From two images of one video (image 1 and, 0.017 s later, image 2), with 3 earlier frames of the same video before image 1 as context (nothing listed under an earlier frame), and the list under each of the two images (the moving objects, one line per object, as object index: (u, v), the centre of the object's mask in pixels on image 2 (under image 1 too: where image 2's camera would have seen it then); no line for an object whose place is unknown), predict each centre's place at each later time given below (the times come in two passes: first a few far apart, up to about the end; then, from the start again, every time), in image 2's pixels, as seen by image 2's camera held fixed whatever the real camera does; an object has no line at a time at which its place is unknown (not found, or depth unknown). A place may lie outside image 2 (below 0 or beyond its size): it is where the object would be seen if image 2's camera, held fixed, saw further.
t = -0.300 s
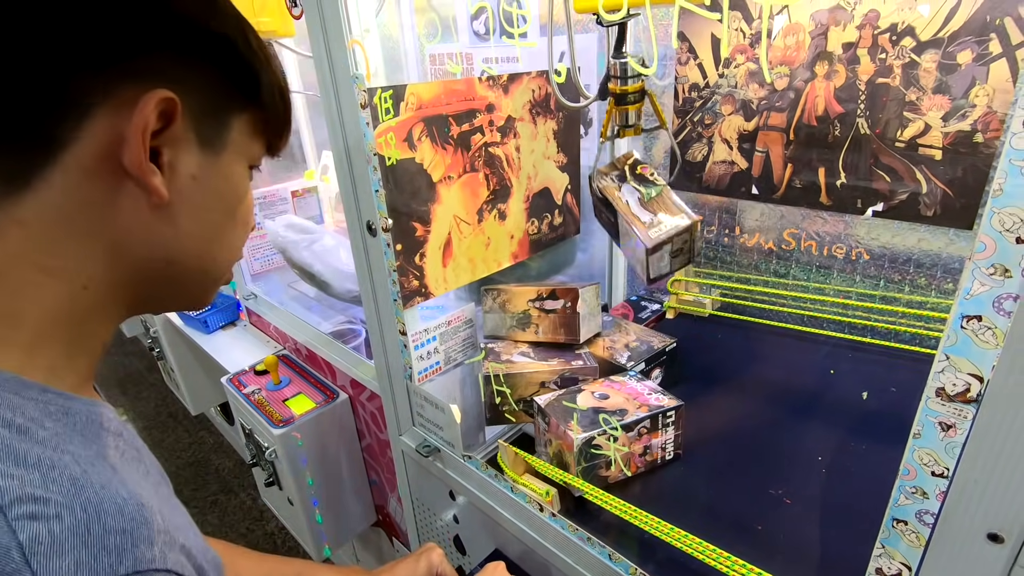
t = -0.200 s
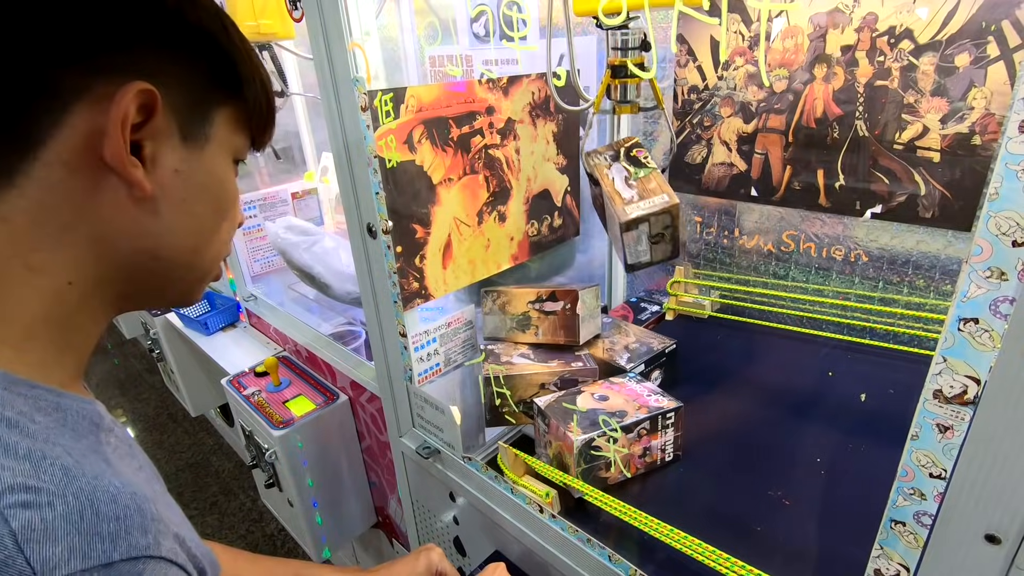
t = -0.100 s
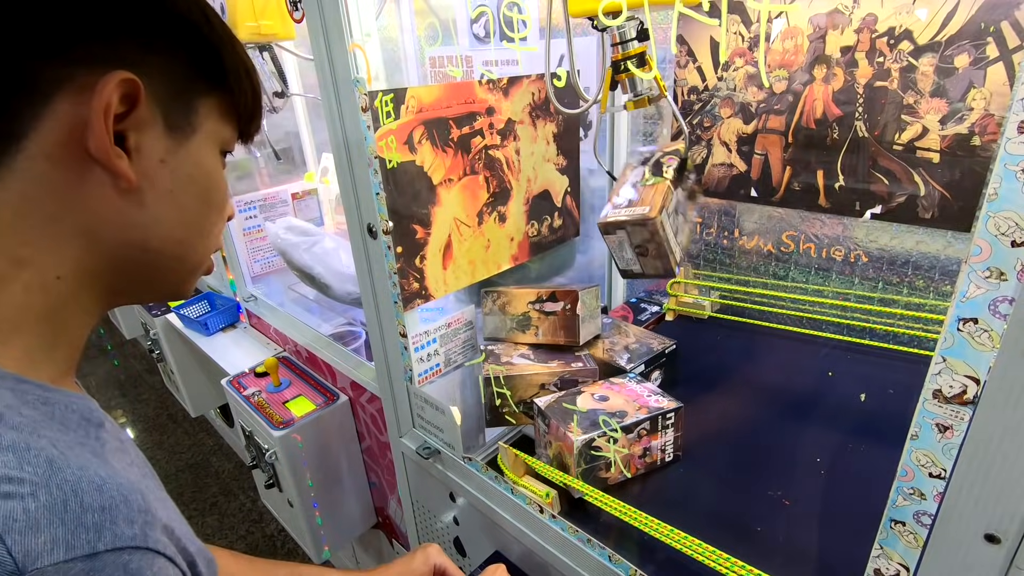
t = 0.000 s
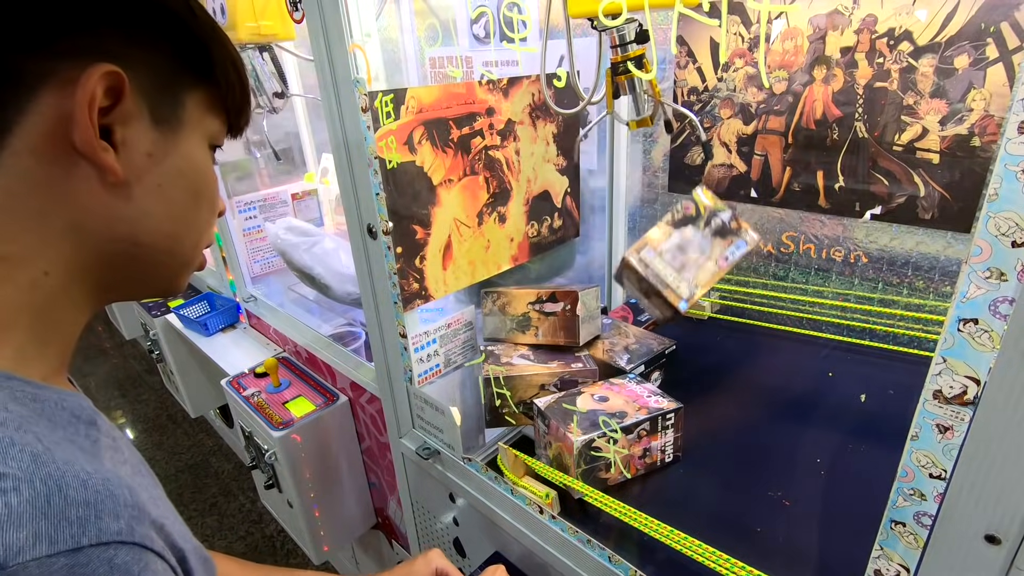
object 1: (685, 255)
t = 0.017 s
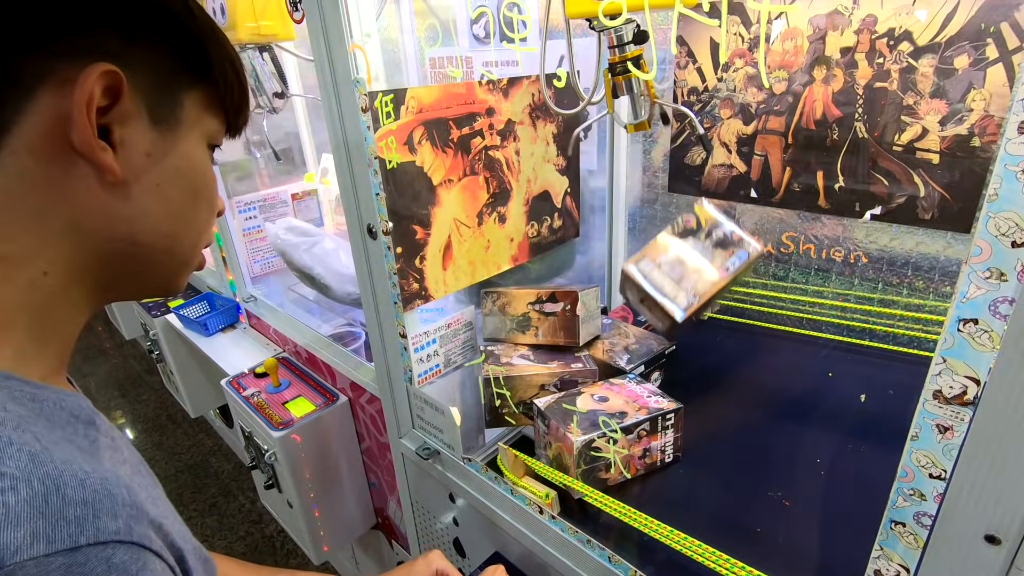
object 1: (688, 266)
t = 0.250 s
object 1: (749, 324)
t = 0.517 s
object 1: (722, 330)
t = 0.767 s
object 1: (703, 319)
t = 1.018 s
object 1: (703, 316)
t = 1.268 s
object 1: (703, 316)
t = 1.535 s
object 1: (703, 316)
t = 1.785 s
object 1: (703, 317)
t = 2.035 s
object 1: (703, 316)
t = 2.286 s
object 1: (703, 316)
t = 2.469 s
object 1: (703, 317)
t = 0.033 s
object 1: (692, 280)
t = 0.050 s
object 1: (697, 298)
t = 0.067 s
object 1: (703, 313)
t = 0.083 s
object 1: (713, 320)
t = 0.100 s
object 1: (725, 332)
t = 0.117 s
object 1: (734, 343)
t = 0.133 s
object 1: (740, 347)
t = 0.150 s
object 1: (741, 341)
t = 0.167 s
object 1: (743, 335)
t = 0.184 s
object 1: (745, 331)
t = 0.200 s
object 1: (747, 327)
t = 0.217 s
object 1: (748, 325)
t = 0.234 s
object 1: (749, 324)
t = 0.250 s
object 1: (749, 324)
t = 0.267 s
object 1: (749, 324)
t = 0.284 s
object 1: (748, 325)
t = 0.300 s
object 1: (745, 324)
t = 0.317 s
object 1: (741, 324)
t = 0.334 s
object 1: (738, 324)
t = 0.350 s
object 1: (734, 325)
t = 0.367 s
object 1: (730, 328)
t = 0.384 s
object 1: (725, 331)
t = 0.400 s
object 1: (725, 334)
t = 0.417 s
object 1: (725, 333)
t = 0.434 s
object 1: (724, 331)
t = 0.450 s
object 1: (723, 330)
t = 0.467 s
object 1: (723, 329)
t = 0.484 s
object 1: (722, 329)
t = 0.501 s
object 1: (722, 329)
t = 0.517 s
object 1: (722, 330)
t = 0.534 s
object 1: (721, 328)
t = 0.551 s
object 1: (721, 326)
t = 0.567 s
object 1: (721, 323)
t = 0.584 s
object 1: (720, 320)
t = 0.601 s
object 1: (719, 319)
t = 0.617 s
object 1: (719, 317)
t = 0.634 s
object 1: (718, 316)
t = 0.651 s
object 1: (715, 315)
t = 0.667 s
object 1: (713, 313)
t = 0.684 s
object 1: (710, 311)
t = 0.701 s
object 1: (709, 309)
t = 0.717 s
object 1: (707, 308)
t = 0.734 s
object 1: (703, 307)
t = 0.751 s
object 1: (705, 320)
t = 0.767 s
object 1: (703, 319)
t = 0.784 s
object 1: (704, 318)
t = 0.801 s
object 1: (704, 316)
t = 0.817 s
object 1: (705, 317)
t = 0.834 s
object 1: (705, 318)
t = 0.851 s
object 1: (705, 317)
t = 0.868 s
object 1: (705, 316)
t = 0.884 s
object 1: (704, 316)
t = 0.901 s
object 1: (704, 316)
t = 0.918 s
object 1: (704, 316)
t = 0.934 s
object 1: (703, 316)
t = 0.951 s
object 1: (703, 316)
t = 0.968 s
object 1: (703, 316)
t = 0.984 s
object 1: (703, 316)
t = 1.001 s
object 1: (703, 316)
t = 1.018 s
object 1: (703, 316)
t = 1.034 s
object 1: (703, 316)
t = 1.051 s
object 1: (703, 316)
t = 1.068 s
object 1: (703, 316)
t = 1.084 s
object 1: (703, 316)
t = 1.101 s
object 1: (703, 316)
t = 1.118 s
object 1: (703, 316)
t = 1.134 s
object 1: (703, 316)
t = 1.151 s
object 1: (703, 316)
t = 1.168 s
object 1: (703, 316)
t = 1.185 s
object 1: (703, 316)
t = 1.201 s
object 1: (703, 316)
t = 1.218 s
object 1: (703, 316)
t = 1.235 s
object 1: (703, 316)
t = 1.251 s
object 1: (703, 316)
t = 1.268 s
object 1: (703, 316)
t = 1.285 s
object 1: (703, 316)
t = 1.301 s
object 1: (703, 317)
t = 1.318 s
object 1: (703, 316)
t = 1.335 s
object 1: (703, 316)
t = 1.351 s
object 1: (703, 316)
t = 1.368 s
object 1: (703, 316)
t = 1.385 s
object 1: (703, 316)
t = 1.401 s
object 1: (703, 316)
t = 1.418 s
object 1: (703, 316)
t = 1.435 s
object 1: (703, 316)
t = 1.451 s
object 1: (703, 316)
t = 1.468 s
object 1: (703, 316)
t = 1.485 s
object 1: (703, 316)
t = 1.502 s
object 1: (703, 316)
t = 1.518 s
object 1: (703, 316)
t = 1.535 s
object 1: (703, 316)
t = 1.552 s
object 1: (703, 316)
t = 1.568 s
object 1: (703, 316)
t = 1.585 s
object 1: (703, 316)
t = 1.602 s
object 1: (703, 316)
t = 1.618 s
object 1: (703, 316)
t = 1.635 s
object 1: (703, 316)
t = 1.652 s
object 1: (703, 316)
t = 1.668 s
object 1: (703, 316)
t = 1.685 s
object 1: (703, 316)
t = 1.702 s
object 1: (703, 316)
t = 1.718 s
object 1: (703, 316)
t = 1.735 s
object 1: (703, 316)
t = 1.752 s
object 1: (703, 316)
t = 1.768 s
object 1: (703, 316)
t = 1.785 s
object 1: (703, 317)
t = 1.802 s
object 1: (703, 316)
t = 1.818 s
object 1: (703, 316)
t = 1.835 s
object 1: (703, 316)
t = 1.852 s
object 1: (703, 316)
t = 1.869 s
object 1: (703, 316)
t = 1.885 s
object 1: (703, 316)
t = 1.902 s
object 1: (703, 316)
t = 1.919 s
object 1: (703, 316)
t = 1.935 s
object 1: (703, 316)
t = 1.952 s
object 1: (703, 316)
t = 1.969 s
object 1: (703, 316)
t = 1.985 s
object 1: (703, 316)
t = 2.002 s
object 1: (703, 316)
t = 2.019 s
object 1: (703, 316)
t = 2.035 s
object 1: (703, 316)
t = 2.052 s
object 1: (703, 316)
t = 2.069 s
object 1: (703, 316)
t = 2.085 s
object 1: (703, 316)
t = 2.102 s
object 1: (703, 316)
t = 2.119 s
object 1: (703, 316)
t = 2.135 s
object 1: (703, 316)
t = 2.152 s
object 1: (703, 316)
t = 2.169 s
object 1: (703, 316)
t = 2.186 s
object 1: (703, 316)
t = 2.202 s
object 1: (703, 316)
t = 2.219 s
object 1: (703, 316)
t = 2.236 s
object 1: (703, 316)
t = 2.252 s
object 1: (703, 316)
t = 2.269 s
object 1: (703, 316)
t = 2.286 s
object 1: (703, 316)
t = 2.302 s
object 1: (703, 316)
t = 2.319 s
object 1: (703, 316)
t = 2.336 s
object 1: (703, 316)
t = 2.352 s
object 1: (703, 316)
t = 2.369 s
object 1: (703, 316)
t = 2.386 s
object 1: (703, 317)
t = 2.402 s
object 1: (703, 317)
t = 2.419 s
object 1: (703, 317)
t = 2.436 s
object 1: (703, 317)
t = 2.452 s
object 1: (703, 317)
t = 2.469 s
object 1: (703, 317)
